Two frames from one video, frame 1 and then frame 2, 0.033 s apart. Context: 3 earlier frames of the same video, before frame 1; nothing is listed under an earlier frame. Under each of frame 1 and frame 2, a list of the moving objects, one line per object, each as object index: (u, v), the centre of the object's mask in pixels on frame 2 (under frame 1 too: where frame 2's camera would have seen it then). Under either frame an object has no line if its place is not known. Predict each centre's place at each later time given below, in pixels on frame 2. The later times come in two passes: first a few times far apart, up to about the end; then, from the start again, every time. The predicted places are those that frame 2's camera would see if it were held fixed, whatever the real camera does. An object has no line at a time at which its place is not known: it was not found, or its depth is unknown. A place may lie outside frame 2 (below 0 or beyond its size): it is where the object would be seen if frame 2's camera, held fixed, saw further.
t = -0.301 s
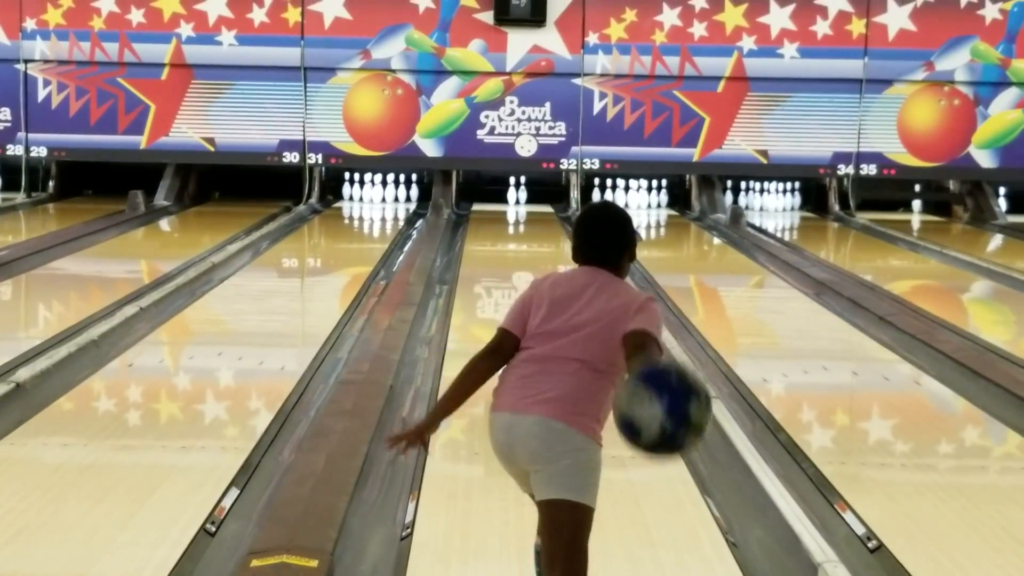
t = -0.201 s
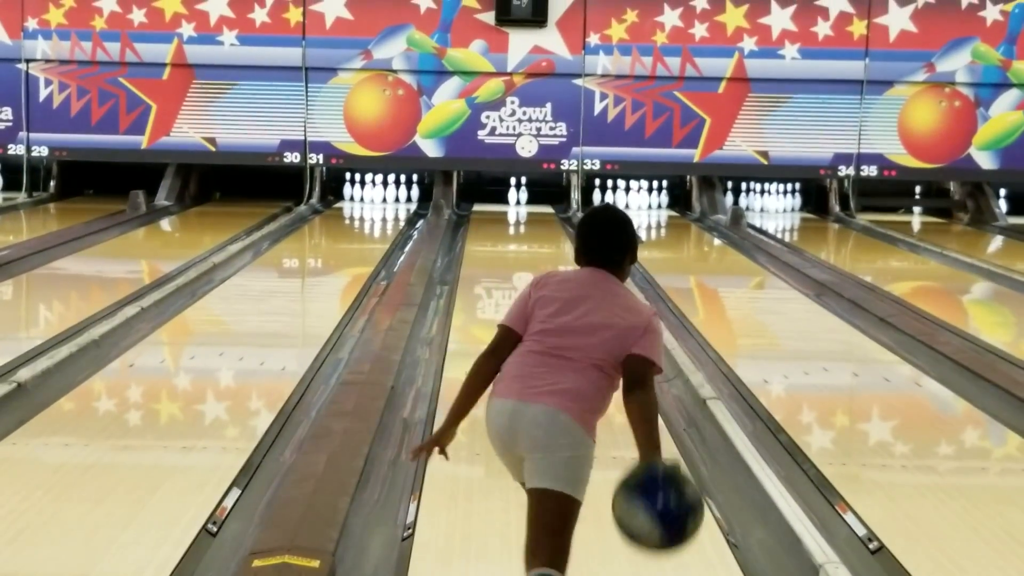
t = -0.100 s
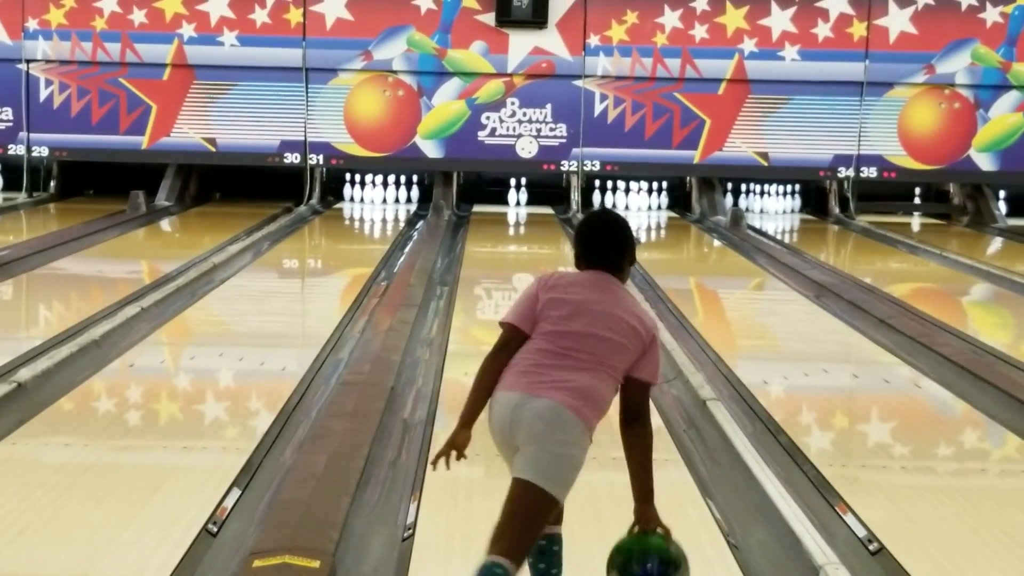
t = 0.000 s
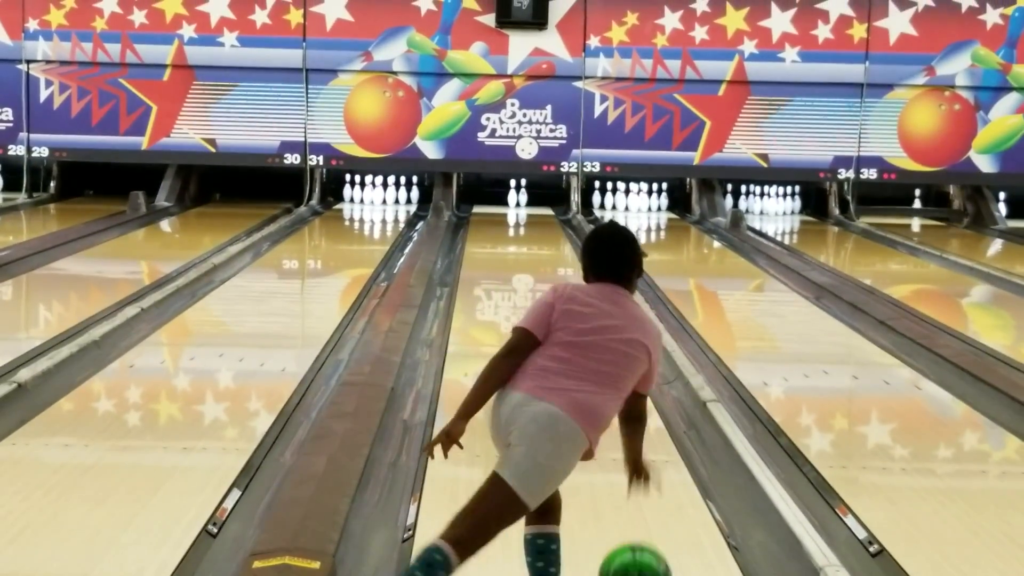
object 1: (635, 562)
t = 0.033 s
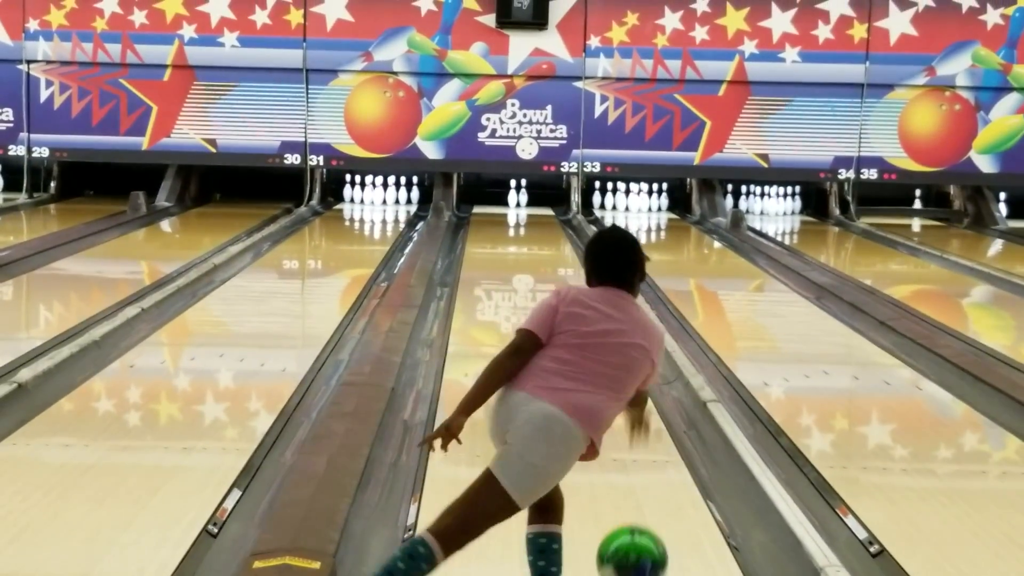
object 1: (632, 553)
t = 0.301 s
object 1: (612, 467)
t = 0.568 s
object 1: (609, 414)
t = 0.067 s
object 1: (629, 545)
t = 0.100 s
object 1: (625, 536)
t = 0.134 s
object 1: (623, 523)
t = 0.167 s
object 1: (620, 511)
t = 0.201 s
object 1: (618, 499)
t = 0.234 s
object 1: (616, 487)
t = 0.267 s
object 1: (614, 477)
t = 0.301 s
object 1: (612, 467)
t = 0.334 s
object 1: (610, 458)
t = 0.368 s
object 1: (609, 450)
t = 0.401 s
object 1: (608, 442)
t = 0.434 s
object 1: (607, 435)
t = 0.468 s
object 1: (607, 429)
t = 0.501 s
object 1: (608, 424)
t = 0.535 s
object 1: (608, 419)
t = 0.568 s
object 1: (609, 414)
